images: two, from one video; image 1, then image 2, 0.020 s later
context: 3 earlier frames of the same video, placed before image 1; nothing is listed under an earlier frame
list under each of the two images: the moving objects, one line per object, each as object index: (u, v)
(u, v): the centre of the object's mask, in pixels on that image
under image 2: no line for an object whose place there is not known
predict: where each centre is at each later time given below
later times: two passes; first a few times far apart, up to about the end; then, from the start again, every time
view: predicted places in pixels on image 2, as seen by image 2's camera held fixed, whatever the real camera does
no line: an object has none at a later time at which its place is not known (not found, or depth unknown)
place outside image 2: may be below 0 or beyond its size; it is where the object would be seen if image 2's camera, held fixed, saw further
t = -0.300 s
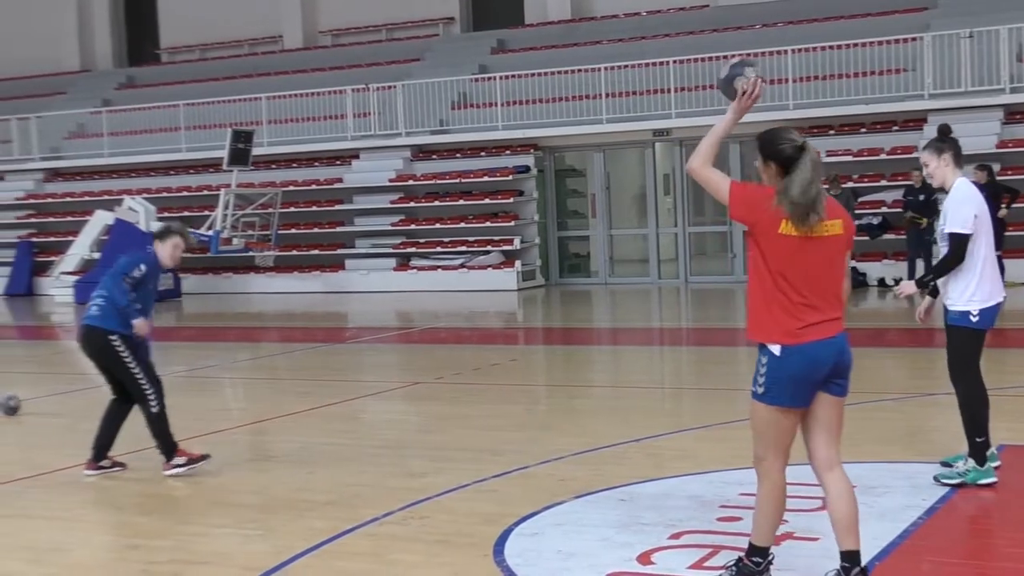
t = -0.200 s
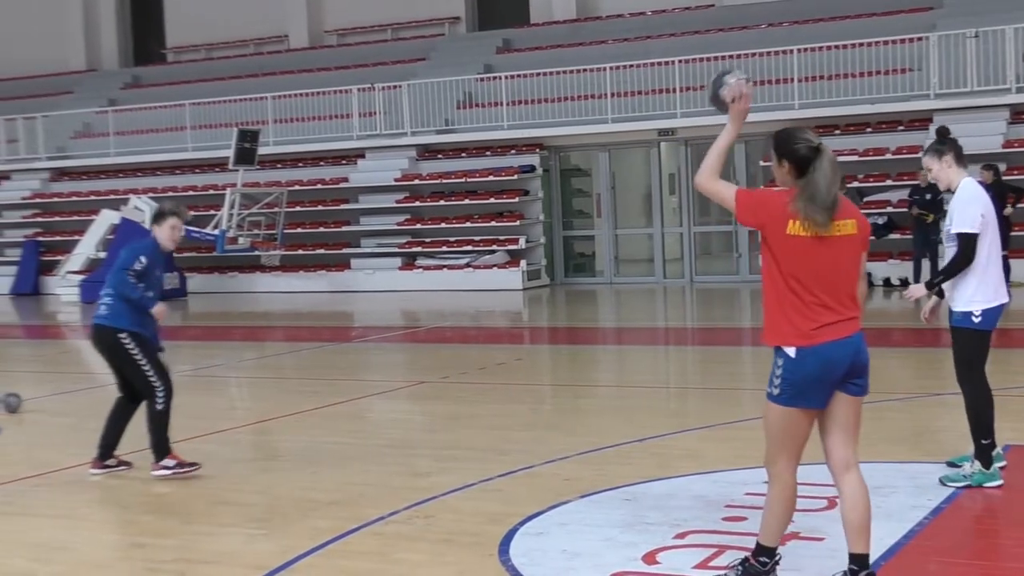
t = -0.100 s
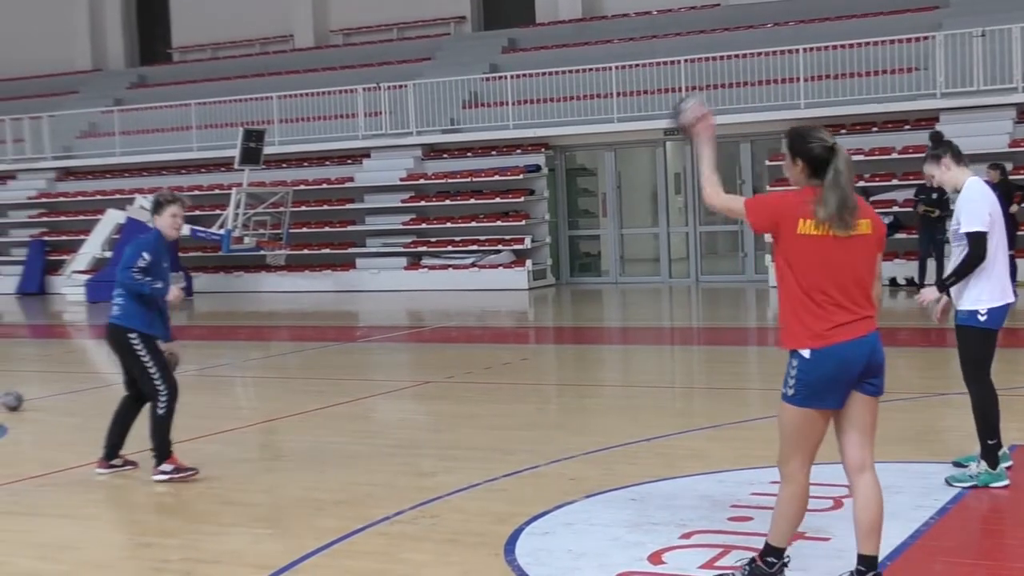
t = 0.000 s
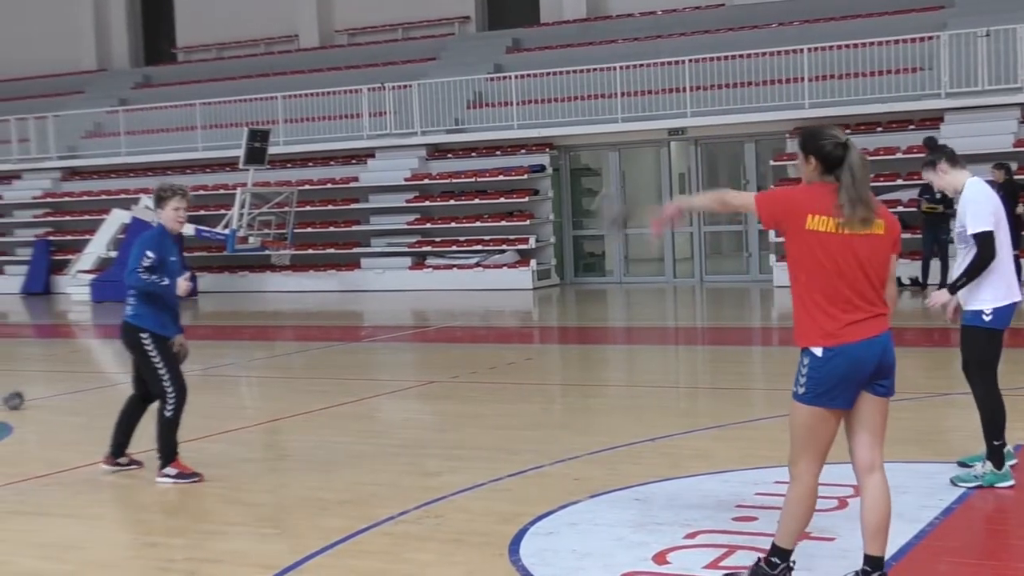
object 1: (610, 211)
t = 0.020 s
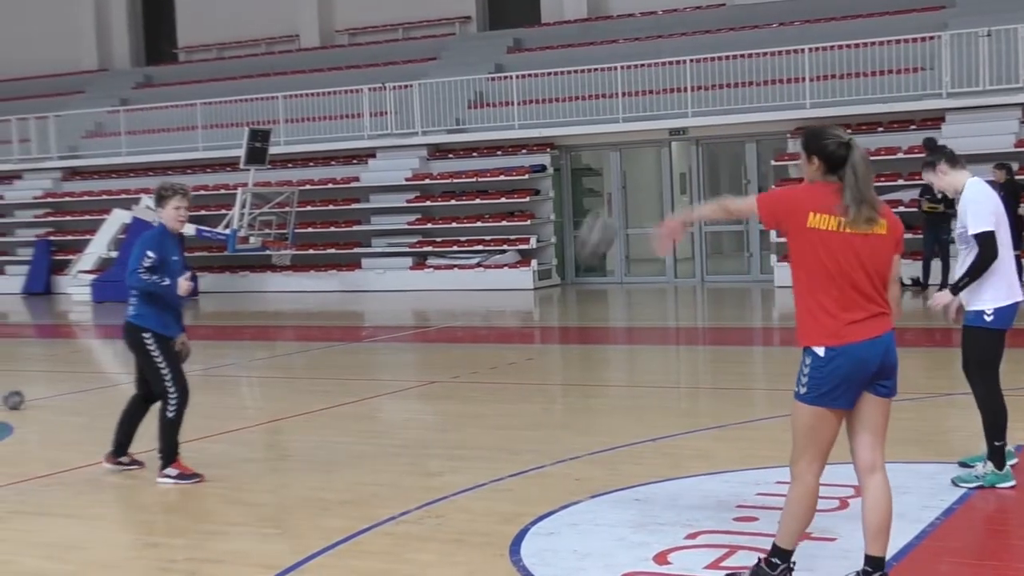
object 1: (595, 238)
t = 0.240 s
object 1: (437, 519)
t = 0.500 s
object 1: (364, 354)
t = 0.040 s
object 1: (578, 261)
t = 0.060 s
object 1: (562, 283)
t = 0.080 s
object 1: (546, 310)
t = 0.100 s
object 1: (530, 339)
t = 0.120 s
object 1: (520, 363)
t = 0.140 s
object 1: (503, 392)
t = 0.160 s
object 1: (487, 418)
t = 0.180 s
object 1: (474, 444)
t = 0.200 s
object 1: (463, 469)
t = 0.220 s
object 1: (447, 502)
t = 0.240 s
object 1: (437, 519)
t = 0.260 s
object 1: (431, 505)
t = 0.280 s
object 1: (424, 483)
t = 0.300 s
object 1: (418, 469)
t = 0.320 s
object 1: (412, 454)
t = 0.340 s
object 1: (408, 440)
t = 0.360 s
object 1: (401, 427)
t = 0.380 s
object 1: (396, 413)
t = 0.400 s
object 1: (390, 401)
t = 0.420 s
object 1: (384, 391)
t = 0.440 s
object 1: (380, 380)
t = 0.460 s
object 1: (375, 371)
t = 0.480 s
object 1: (370, 362)
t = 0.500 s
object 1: (364, 354)
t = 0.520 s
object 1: (360, 347)
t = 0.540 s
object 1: (354, 342)
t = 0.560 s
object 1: (348, 337)
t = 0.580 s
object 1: (342, 332)
